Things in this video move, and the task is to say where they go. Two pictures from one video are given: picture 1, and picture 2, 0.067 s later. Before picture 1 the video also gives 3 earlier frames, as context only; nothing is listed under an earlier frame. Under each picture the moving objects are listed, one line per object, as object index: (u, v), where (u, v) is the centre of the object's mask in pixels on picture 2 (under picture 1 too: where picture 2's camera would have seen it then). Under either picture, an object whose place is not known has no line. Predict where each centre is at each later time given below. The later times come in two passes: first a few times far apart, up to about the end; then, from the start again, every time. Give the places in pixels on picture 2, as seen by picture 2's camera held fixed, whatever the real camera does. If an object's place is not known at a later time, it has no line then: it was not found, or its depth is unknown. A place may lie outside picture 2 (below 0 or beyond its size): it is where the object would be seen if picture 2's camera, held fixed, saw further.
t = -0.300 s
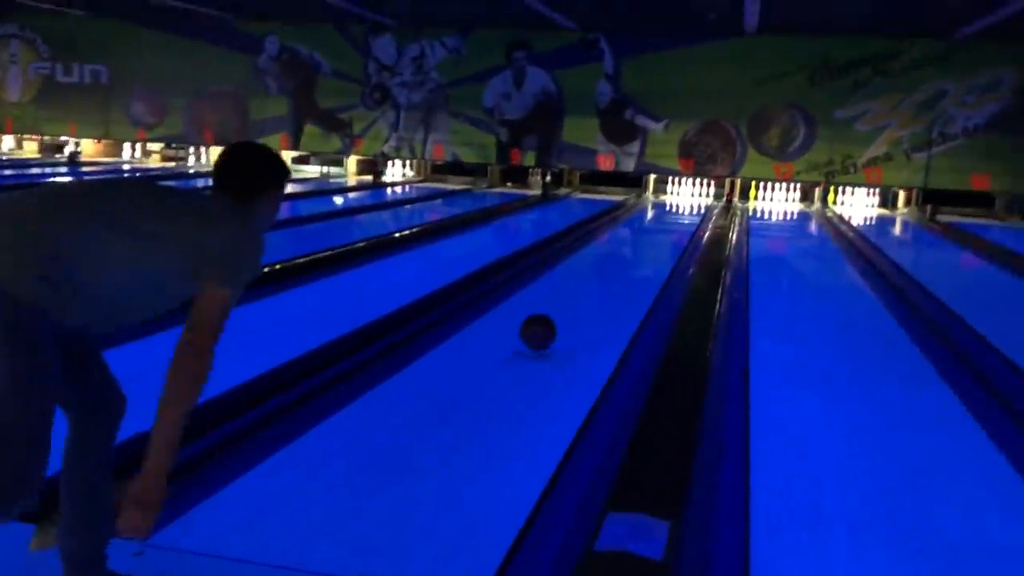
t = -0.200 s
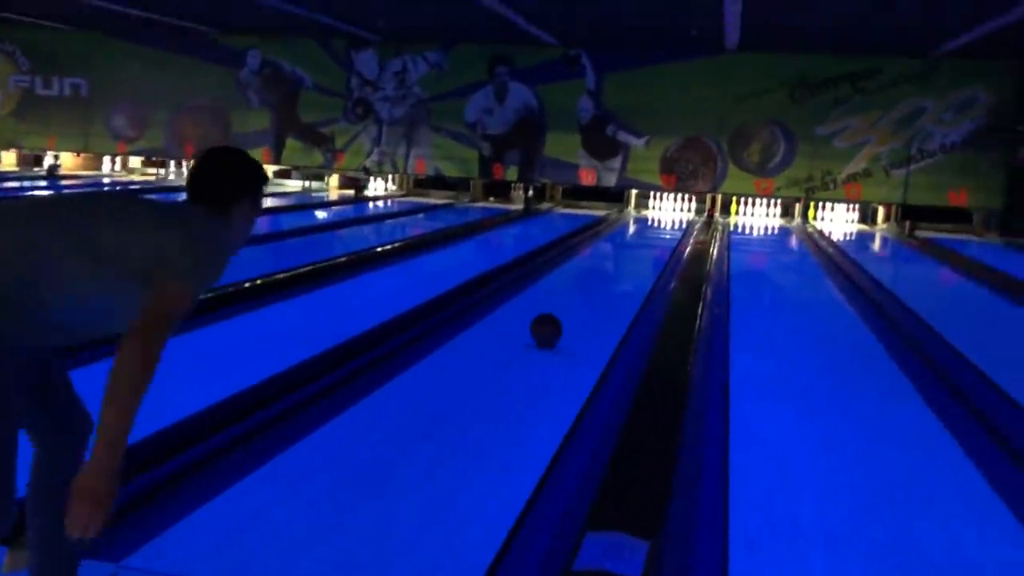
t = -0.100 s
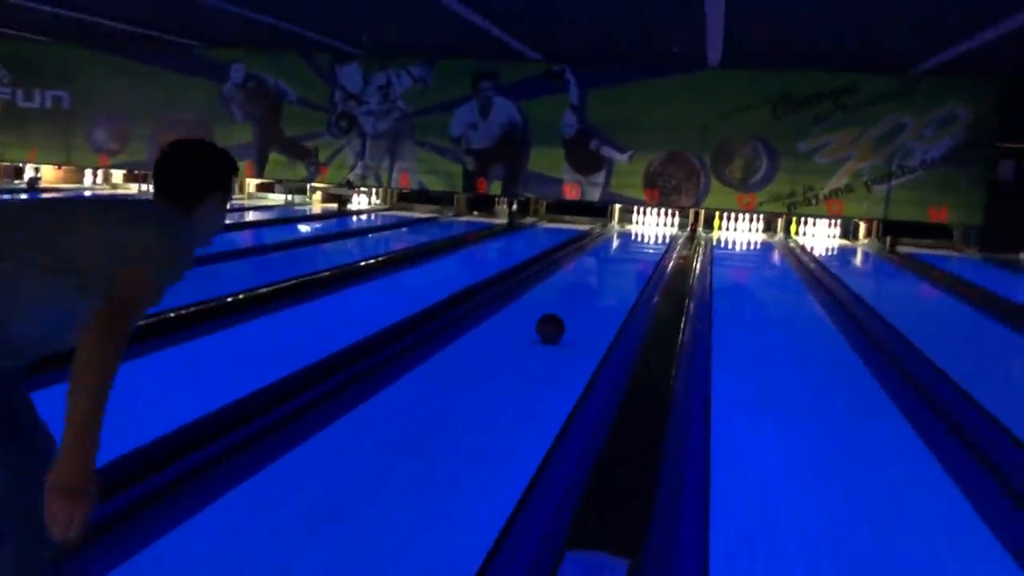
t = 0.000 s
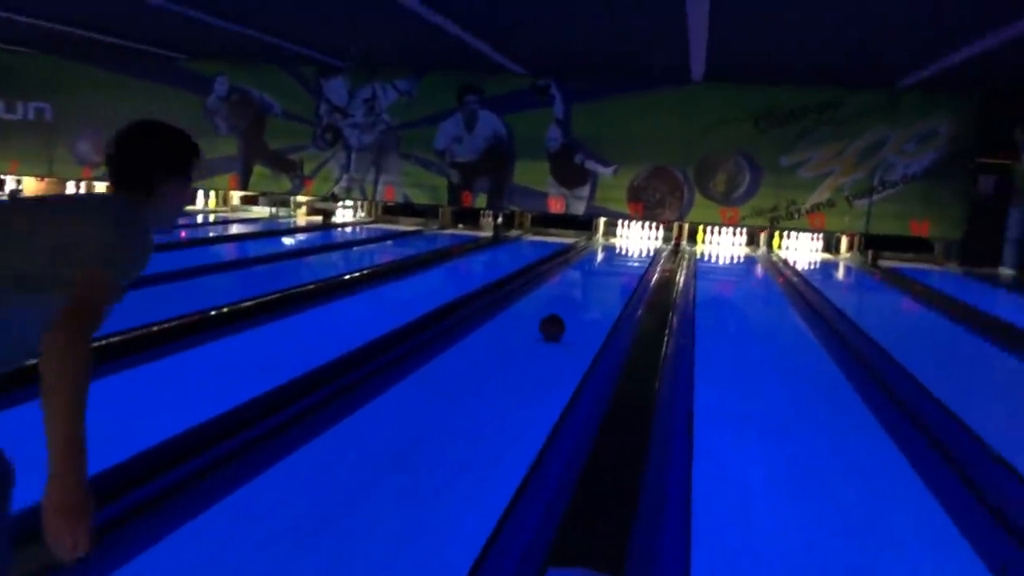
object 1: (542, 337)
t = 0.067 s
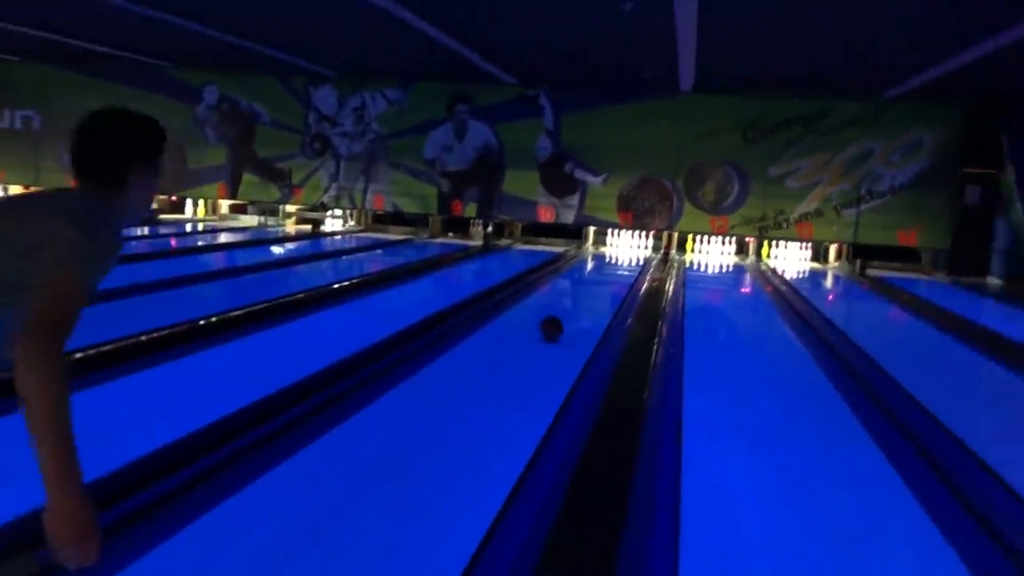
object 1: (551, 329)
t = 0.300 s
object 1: (577, 307)
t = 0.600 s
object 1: (600, 288)
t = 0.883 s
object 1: (615, 276)
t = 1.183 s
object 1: (626, 265)
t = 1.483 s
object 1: (634, 258)
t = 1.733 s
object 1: (639, 252)
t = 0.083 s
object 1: (553, 327)
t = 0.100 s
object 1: (555, 326)
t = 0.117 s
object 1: (557, 323)
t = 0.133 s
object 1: (559, 322)
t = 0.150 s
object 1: (561, 320)
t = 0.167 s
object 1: (563, 318)
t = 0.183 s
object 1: (565, 316)
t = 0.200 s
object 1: (566, 315)
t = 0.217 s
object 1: (568, 313)
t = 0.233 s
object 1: (570, 312)
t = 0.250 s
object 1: (572, 311)
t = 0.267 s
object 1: (574, 309)
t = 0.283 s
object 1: (575, 308)
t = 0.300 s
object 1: (577, 307)
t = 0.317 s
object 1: (579, 305)
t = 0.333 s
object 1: (580, 304)
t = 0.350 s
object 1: (582, 303)
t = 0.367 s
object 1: (583, 302)
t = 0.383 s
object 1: (584, 302)
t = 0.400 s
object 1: (586, 300)
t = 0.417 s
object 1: (587, 299)
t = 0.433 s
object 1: (589, 298)
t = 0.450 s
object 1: (590, 297)
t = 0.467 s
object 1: (591, 296)
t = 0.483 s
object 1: (593, 295)
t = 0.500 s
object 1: (594, 294)
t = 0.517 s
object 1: (595, 293)
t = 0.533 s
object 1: (596, 292)
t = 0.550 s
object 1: (598, 291)
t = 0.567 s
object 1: (599, 290)
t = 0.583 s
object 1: (600, 289)
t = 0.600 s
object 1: (600, 288)
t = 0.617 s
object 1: (602, 287)
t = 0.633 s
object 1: (603, 287)
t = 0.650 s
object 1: (603, 286)
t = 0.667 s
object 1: (604, 285)
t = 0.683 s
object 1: (605, 284)
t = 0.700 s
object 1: (606, 284)
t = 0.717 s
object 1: (607, 282)
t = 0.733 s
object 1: (608, 282)
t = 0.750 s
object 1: (609, 281)
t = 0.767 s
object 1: (610, 280)
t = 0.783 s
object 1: (611, 279)
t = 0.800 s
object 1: (611, 279)
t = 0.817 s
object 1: (612, 278)
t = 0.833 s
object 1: (613, 277)
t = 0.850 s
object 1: (613, 277)
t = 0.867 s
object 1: (615, 276)
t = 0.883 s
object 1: (615, 276)
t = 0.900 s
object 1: (616, 275)
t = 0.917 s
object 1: (617, 274)
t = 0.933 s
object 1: (617, 274)
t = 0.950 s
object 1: (618, 273)
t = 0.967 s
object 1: (618, 272)
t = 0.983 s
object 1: (619, 272)
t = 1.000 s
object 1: (620, 271)
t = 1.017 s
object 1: (621, 271)
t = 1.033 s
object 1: (621, 270)
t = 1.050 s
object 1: (621, 270)
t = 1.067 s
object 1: (622, 269)
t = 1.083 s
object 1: (623, 269)
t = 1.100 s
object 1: (623, 268)
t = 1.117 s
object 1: (624, 267)
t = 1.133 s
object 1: (624, 267)
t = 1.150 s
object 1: (625, 266)
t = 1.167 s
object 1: (626, 266)
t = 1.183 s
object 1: (626, 265)
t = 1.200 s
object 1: (626, 265)
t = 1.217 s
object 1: (627, 264)
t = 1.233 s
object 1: (627, 264)
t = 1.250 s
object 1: (628, 263)
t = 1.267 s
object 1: (628, 263)
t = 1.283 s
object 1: (628, 263)
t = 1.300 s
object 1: (629, 262)
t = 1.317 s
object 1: (629, 261)
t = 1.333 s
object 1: (630, 261)
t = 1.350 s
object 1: (631, 261)
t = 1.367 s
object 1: (632, 261)
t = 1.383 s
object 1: (632, 260)
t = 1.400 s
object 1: (633, 260)
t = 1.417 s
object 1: (633, 259)
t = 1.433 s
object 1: (633, 259)
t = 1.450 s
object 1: (634, 258)
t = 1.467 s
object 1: (634, 258)
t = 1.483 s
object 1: (634, 258)
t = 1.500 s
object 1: (635, 257)
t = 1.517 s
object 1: (635, 257)
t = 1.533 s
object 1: (635, 256)
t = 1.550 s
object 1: (635, 255)
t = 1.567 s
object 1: (636, 255)
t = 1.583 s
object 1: (636, 254)
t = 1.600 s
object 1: (636, 254)
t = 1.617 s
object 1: (637, 254)
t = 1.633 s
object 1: (637, 253)
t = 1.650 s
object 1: (637, 253)
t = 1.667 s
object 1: (638, 253)
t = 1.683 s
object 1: (638, 253)
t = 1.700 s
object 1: (638, 252)
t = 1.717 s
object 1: (638, 252)
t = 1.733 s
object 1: (639, 252)
